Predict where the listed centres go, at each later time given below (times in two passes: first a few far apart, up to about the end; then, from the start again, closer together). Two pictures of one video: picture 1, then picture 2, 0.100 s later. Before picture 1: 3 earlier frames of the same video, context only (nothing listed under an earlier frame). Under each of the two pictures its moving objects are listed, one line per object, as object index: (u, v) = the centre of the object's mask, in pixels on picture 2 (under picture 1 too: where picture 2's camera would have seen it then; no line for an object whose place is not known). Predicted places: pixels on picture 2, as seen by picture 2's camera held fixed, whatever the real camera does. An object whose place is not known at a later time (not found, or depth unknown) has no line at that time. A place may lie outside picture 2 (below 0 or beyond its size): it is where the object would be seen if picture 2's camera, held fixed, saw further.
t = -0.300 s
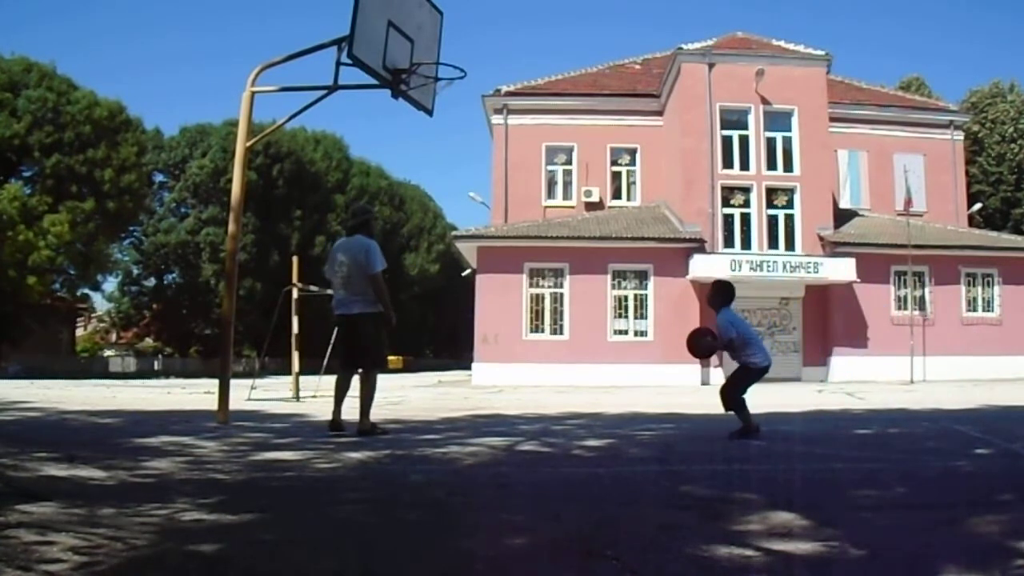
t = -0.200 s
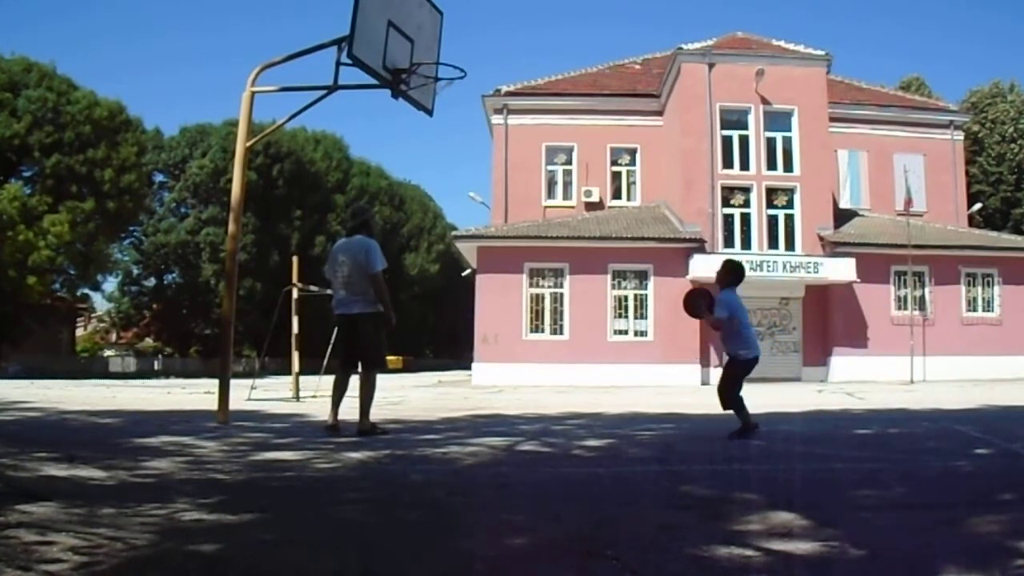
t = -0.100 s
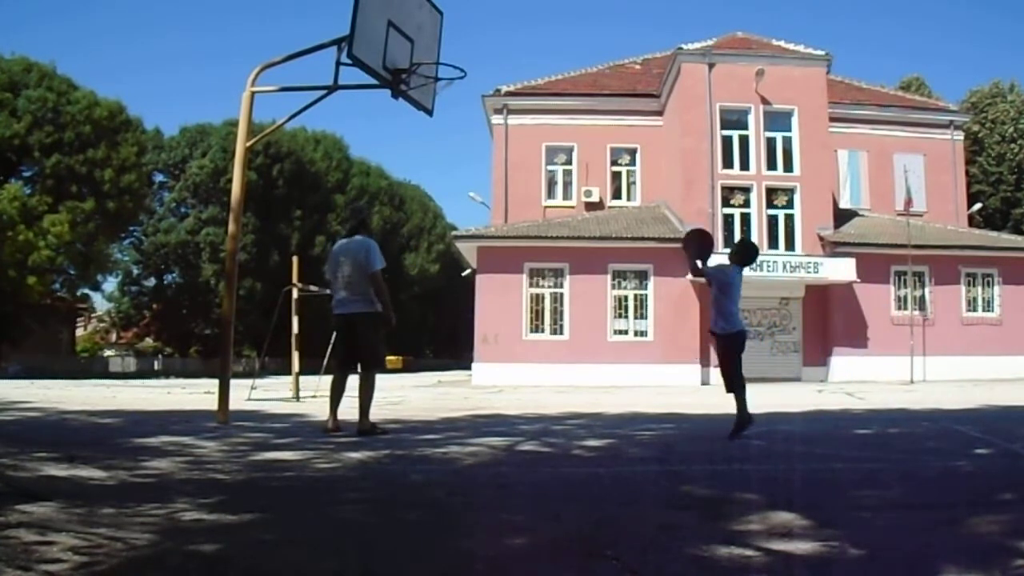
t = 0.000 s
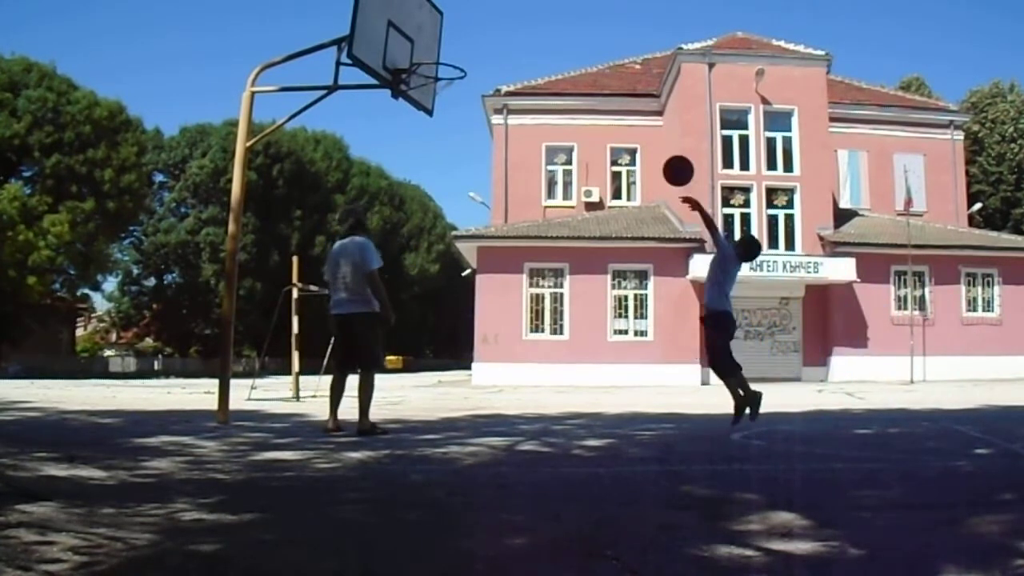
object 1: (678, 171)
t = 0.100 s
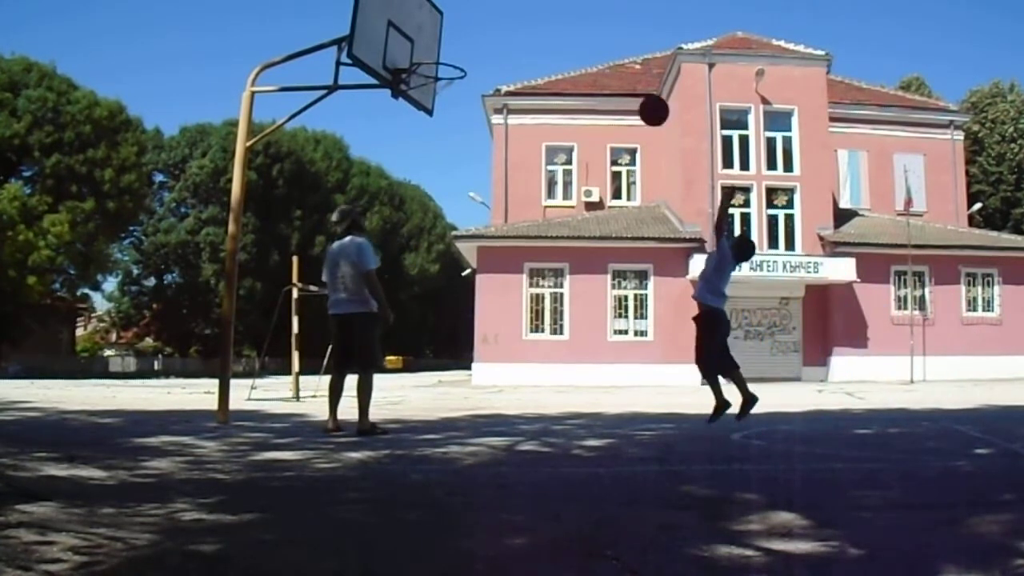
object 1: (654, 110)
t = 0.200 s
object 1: (630, 66)
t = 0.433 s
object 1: (580, 15)
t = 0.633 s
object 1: (538, 22)
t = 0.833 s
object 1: (497, 74)
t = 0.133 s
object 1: (646, 94)
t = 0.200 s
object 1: (630, 66)
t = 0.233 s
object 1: (623, 54)
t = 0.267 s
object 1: (615, 45)
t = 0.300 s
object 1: (608, 36)
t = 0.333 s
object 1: (601, 28)
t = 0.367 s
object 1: (594, 23)
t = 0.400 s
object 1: (586, 18)
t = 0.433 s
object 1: (580, 15)
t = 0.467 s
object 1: (572, 13)
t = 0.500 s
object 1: (565, 13)
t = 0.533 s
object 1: (558, 13)
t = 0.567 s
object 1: (551, 15)
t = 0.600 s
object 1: (545, 18)
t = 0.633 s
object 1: (538, 22)
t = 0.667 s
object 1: (531, 27)
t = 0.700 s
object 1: (524, 34)
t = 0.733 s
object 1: (517, 42)
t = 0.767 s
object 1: (511, 51)
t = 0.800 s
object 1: (504, 62)
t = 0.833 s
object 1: (497, 74)
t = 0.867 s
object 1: (490, 86)
